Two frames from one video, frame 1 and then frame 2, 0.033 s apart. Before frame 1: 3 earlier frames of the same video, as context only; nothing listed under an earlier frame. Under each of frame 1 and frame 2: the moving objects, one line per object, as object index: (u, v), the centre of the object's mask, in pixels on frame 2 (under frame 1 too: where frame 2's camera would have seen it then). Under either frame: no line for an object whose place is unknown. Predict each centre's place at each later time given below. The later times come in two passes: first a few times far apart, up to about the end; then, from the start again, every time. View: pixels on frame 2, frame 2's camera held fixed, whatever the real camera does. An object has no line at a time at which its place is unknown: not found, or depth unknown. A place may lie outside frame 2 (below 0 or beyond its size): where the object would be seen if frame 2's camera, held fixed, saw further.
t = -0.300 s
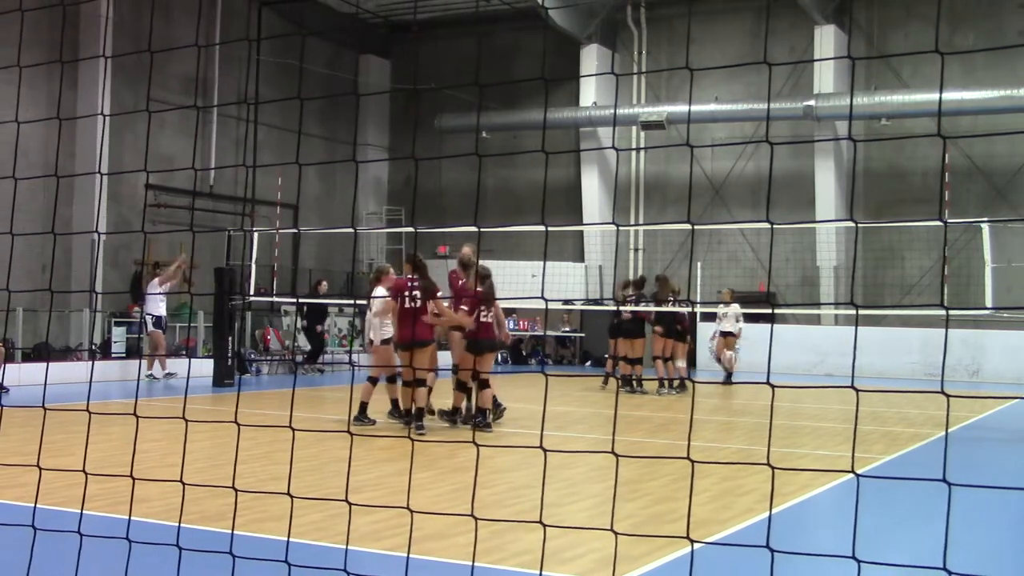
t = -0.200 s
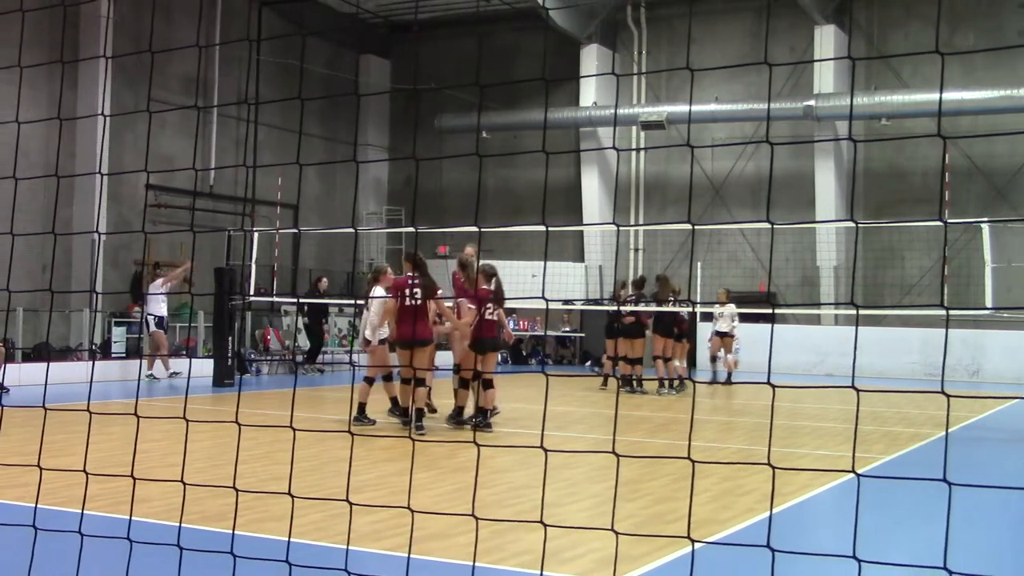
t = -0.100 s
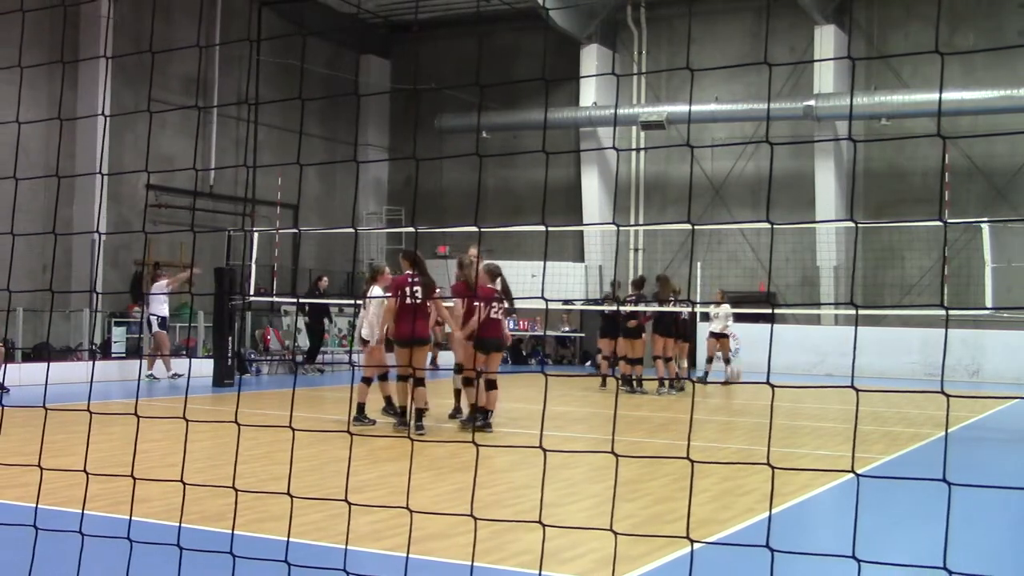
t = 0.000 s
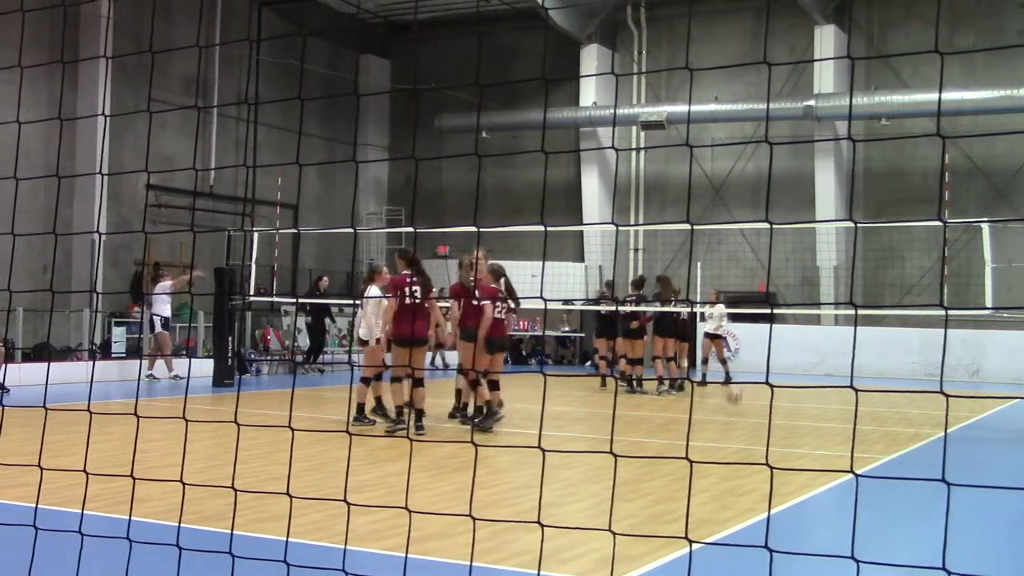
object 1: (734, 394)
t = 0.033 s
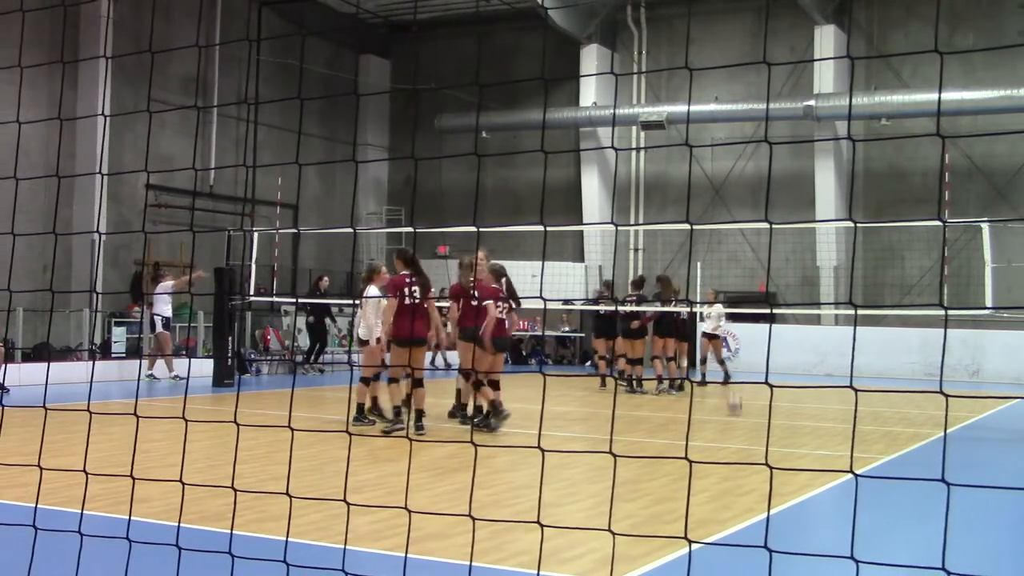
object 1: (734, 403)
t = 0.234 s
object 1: (739, 385)
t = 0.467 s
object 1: (746, 400)
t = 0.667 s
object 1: (750, 410)
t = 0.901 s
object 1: (755, 418)
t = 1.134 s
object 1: (762, 428)
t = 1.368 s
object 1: (768, 449)
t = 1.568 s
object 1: (773, 456)
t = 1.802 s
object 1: (779, 473)
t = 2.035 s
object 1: (787, 495)
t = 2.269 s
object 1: (794, 514)
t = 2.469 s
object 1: (805, 537)
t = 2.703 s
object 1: (820, 560)
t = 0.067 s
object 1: (735, 404)
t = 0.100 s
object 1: (736, 398)
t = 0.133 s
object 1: (737, 393)
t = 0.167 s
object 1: (738, 391)
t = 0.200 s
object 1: (739, 388)
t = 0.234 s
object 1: (739, 385)
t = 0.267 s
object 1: (740, 385)
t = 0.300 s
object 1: (742, 385)
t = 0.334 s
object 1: (742, 385)
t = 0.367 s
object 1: (743, 389)
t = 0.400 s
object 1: (743, 391)
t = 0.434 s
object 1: (745, 394)
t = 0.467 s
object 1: (746, 400)
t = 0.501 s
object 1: (747, 405)
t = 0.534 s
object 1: (747, 412)
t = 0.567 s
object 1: (748, 422)
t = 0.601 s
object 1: (748, 418)
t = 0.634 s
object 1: (749, 413)
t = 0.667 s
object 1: (750, 410)
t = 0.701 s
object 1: (751, 408)
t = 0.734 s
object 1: (752, 407)
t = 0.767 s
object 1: (753, 407)
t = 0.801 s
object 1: (754, 407)
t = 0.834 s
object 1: (755, 410)
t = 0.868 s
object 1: (755, 413)
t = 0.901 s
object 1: (755, 418)
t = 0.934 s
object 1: (755, 424)
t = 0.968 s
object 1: (756, 432)
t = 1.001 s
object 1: (758, 436)
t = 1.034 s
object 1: (759, 432)
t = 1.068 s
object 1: (757, 429)
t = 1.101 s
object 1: (760, 428)
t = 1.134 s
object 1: (762, 428)
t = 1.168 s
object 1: (762, 428)
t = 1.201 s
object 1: (763, 430)
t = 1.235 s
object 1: (763, 433)
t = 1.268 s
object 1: (765, 437)
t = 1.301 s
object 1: (766, 445)
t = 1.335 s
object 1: (767, 451)
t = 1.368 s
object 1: (768, 449)
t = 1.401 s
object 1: (769, 448)
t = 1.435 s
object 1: (769, 446)
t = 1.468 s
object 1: (770, 447)
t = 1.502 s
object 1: (772, 448)
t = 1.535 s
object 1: (775, 452)
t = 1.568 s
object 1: (773, 456)
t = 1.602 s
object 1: (775, 463)
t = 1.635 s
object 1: (775, 466)
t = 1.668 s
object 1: (776, 465)
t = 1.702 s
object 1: (777, 464)
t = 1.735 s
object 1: (778, 466)
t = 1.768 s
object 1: (778, 468)
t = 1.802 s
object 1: (779, 473)
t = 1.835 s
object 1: (782, 483)
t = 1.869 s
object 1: (783, 483)
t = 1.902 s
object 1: (782, 481)
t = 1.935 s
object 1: (784, 484)
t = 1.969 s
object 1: (785, 486)
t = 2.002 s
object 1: (786, 488)
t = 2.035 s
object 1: (787, 495)
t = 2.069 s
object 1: (787, 498)
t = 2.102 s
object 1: (788, 497)
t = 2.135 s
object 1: (789, 499)
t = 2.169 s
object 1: (790, 503)
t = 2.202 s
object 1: (792, 510)
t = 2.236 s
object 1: (793, 513)
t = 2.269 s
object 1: (794, 514)
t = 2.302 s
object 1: (796, 517)
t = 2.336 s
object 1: (797, 523)
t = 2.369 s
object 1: (799, 527)
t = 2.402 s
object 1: (801, 528)
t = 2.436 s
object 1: (803, 531)
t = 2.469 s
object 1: (805, 537)
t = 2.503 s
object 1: (807, 540)
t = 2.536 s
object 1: (808, 544)
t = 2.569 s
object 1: (811, 549)
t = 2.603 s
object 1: (813, 552)
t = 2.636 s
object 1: (817, 554)
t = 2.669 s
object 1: (819, 557)
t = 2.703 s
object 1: (820, 560)
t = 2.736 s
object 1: (823, 562)
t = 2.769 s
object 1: (824, 564)
